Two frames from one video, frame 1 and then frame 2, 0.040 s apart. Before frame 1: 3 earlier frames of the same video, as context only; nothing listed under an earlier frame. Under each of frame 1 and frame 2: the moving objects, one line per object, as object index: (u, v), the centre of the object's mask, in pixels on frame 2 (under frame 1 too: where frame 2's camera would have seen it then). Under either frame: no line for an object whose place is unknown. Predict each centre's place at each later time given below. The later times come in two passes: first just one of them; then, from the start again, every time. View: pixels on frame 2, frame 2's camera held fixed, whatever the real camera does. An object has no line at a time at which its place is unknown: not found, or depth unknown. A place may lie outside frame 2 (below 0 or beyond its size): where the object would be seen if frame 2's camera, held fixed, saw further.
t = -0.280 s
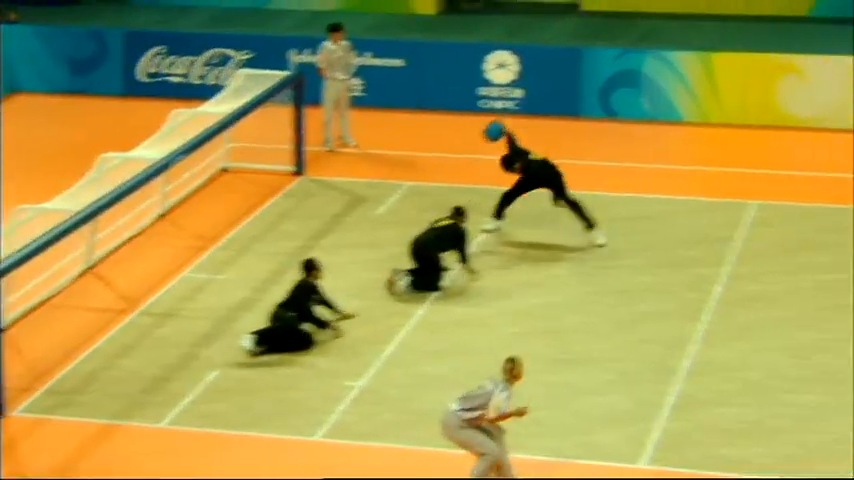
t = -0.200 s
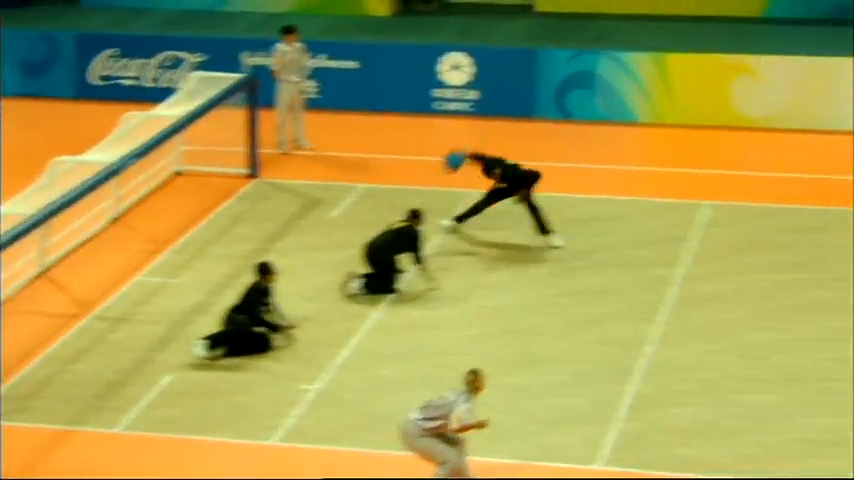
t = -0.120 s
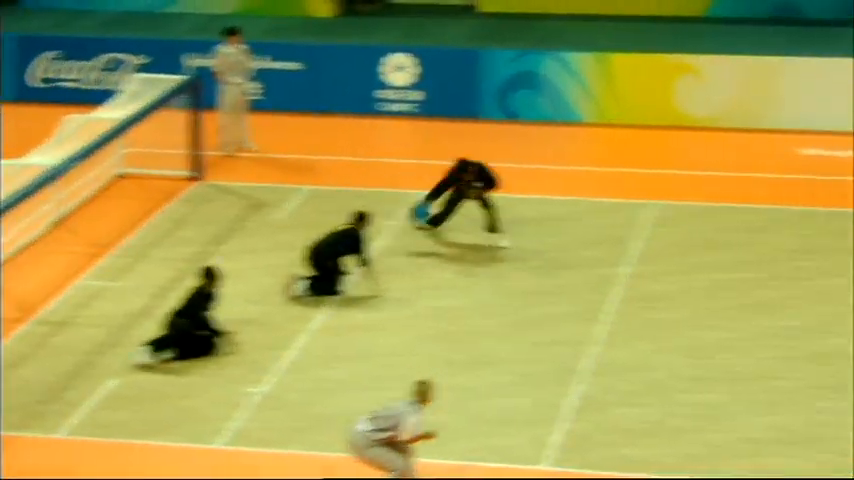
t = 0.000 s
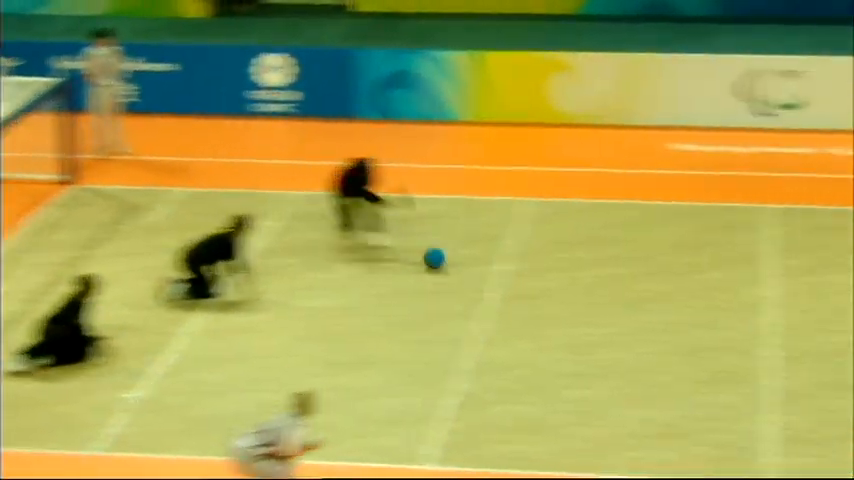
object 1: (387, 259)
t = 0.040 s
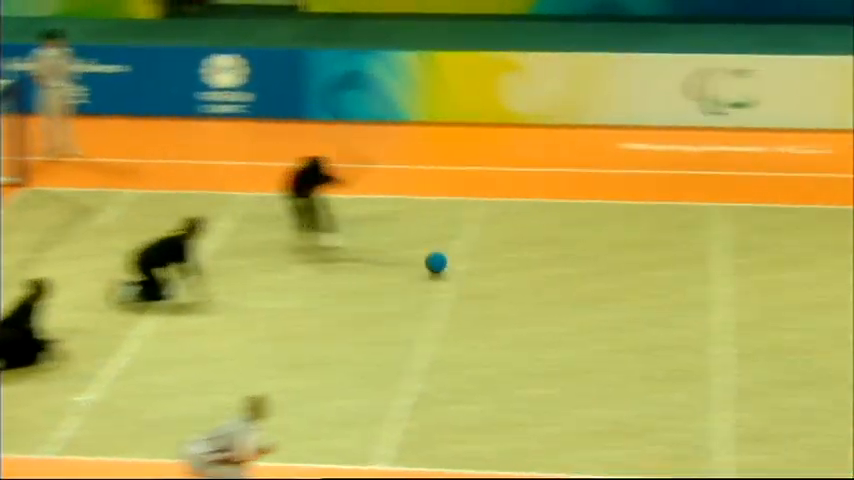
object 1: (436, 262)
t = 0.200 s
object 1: (637, 288)
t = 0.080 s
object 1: (485, 266)
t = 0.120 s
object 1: (535, 271)
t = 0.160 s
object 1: (585, 278)
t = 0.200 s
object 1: (637, 288)
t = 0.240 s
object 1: (685, 291)
